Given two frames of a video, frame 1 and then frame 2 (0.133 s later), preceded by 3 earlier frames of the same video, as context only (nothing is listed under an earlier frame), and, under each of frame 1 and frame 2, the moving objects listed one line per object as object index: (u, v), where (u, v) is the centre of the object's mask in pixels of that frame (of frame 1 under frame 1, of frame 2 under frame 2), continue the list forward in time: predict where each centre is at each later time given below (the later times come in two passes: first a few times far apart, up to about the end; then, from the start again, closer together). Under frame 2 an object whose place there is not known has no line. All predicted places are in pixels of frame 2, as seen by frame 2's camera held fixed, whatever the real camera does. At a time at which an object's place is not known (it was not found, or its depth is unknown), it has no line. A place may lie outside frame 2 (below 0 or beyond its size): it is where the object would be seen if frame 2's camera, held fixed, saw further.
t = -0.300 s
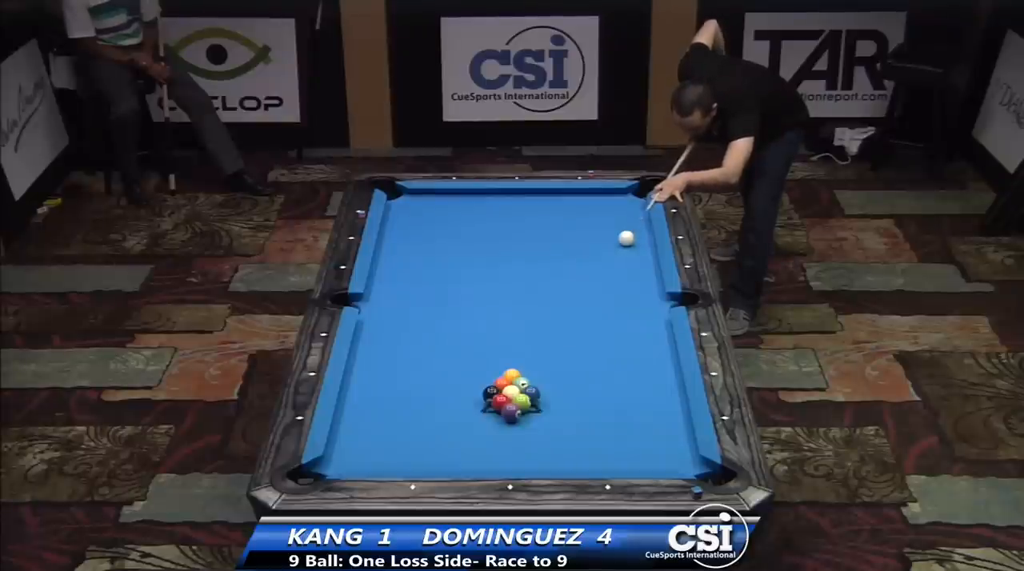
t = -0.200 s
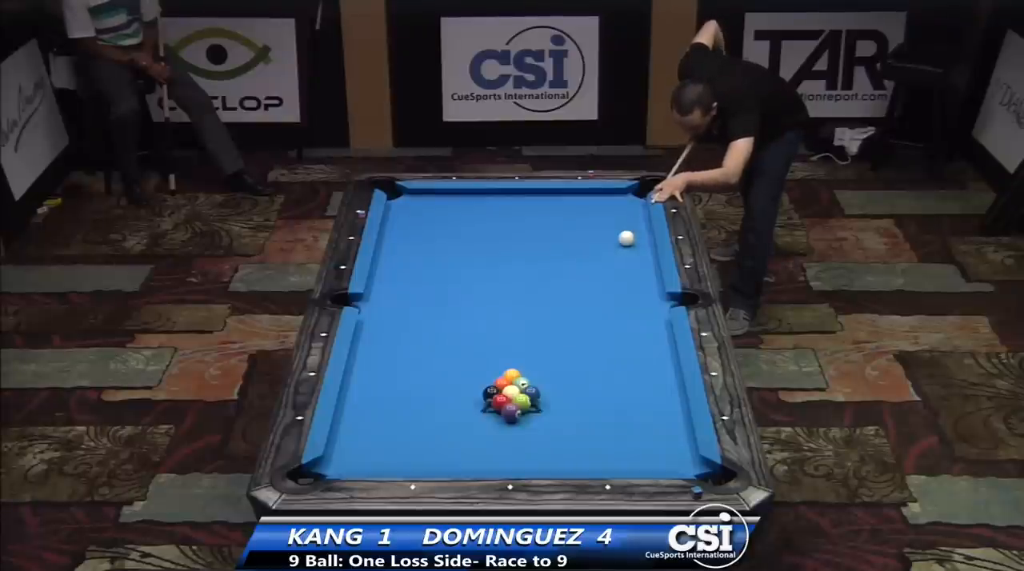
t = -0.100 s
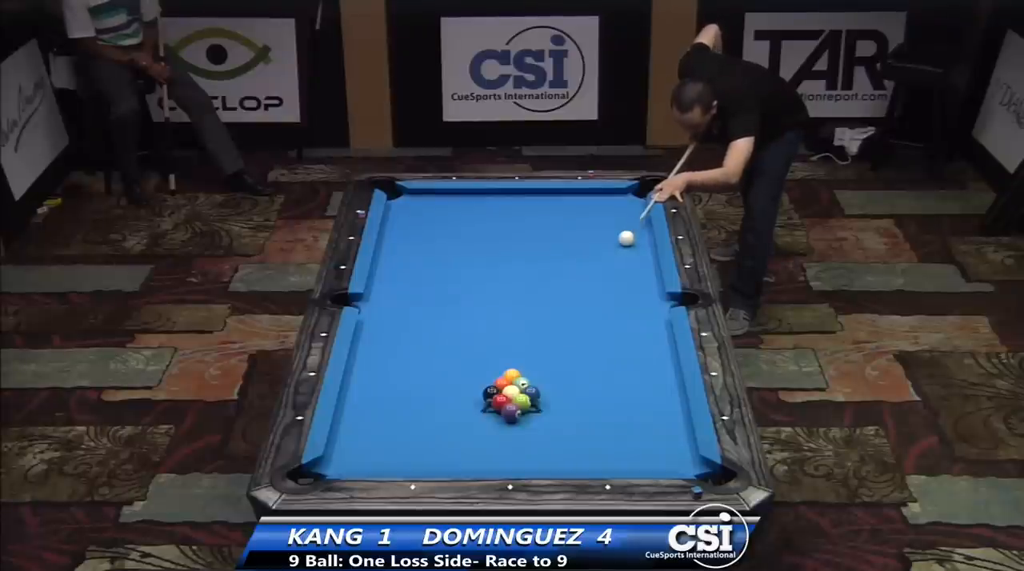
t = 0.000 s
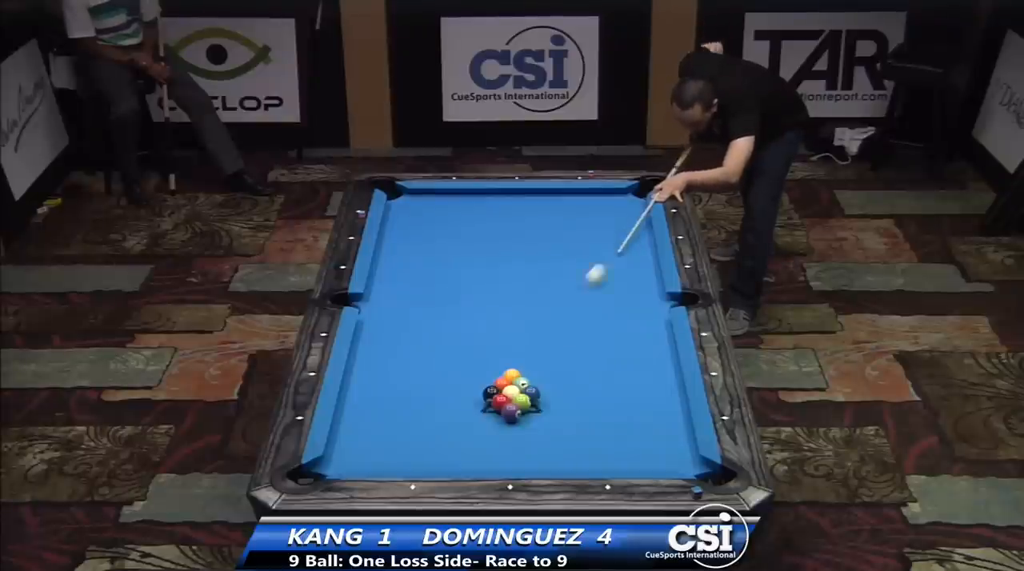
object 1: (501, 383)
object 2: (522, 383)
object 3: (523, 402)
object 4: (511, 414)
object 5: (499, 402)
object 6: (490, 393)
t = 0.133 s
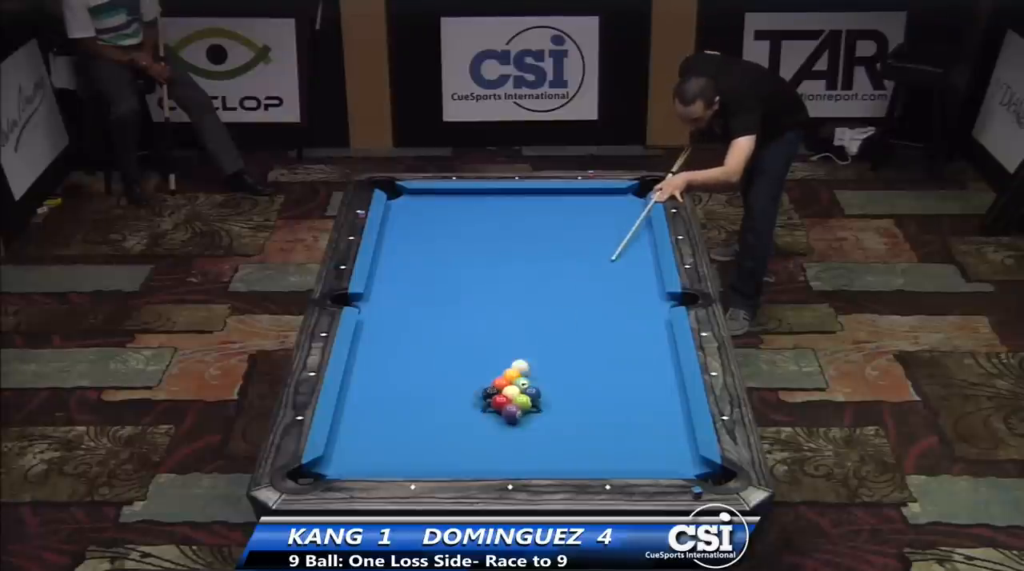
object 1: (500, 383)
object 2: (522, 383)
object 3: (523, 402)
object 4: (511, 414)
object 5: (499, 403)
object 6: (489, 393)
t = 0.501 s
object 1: (408, 375)
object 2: (539, 384)
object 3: (594, 426)
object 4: (546, 459)
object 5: (479, 437)
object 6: (450, 457)
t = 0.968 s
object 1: (386, 359)
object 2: (557, 381)
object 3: (661, 401)
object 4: (598, 455)
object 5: (466, 423)
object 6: (543, 454)
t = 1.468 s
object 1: (446, 342)
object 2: (572, 378)
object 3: (593, 383)
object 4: (673, 431)
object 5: (455, 407)
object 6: (589, 448)
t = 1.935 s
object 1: (495, 328)
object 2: (544, 367)
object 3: (587, 380)
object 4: (648, 407)
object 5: (446, 397)
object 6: (626, 443)
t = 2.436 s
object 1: (541, 315)
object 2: (519, 356)
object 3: (586, 379)
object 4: (610, 386)
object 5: (439, 388)
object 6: (660, 439)
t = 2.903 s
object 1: (563, 308)
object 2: (501, 348)
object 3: (568, 376)
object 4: (602, 374)
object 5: (435, 382)
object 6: (685, 434)
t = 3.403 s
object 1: (572, 304)
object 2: (485, 342)
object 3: (550, 372)
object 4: (600, 364)
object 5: (432, 379)
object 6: (672, 428)
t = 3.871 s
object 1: (576, 302)
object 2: (475, 337)
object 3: (538, 370)
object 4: (598, 359)
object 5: (432, 379)
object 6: (664, 424)
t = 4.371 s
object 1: (577, 301)
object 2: (468, 334)
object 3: (531, 369)
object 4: (597, 355)
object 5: (432, 379)
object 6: (660, 423)
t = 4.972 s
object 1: (577, 301)
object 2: (465, 332)
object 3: (529, 369)
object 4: (597, 354)
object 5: (432, 379)
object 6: (660, 423)
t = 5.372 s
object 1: (577, 301)
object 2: (465, 332)
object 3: (530, 369)
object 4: (597, 354)
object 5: (432, 379)
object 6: (660, 423)
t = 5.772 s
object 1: (577, 301)
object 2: (465, 332)
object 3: (530, 369)
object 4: (597, 354)
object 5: (432, 379)
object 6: (660, 423)
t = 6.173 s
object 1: (577, 301)
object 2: (465, 333)
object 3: (530, 369)
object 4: (597, 354)
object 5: (432, 379)
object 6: (660, 423)
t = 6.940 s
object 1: (577, 301)
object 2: (465, 333)
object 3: (530, 369)
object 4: (597, 354)
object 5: (432, 379)
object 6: (660, 423)
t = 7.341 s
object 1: (577, 301)
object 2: (465, 333)
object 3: (529, 369)
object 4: (597, 354)
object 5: (432, 379)
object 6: (660, 423)
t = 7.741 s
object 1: (577, 301)
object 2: (465, 333)
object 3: (530, 369)
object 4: (597, 354)
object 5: (432, 379)
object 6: (660, 423)
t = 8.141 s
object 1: (577, 301)
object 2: (465, 333)
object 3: (530, 369)
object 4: (597, 354)
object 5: (432, 379)
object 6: (660, 423)
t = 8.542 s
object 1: (577, 301)
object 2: (465, 333)
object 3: (530, 369)
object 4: (597, 354)
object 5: (432, 379)
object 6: (660, 423)
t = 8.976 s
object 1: (577, 301)
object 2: (465, 333)
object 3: (529, 369)
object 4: (597, 354)
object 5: (432, 379)
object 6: (660, 423)
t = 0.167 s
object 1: (490, 385)
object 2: (524, 385)
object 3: (528, 409)
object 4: (519, 427)
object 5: (498, 408)
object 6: (455, 407)
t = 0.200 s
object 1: (480, 384)
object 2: (526, 386)
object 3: (534, 415)
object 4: (526, 437)
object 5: (497, 411)
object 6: (421, 420)
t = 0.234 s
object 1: (470, 383)
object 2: (527, 386)
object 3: (539, 420)
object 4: (532, 448)
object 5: (494, 414)
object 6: (387, 429)
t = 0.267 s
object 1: (462, 381)
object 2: (528, 386)
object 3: (544, 425)
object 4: (538, 458)
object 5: (493, 417)
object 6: (354, 442)
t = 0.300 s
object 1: (454, 380)
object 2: (530, 386)
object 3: (549, 429)
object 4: (545, 463)
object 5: (490, 420)
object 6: (341, 449)
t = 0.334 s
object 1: (446, 380)
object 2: (532, 385)
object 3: (553, 434)
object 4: (548, 460)
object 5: (489, 422)
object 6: (361, 454)
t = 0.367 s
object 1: (439, 379)
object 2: (533, 385)
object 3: (559, 436)
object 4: (552, 454)
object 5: (487, 425)
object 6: (380, 458)
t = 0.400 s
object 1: (431, 378)
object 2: (535, 385)
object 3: (566, 437)
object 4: (552, 453)
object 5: (485, 429)
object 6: (400, 462)
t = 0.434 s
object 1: (423, 377)
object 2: (536, 384)
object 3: (576, 433)
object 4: (550, 456)
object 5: (483, 430)
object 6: (419, 462)
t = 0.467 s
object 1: (415, 375)
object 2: (538, 384)
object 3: (585, 429)
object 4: (548, 457)
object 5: (481, 434)
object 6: (436, 459)
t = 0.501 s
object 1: (408, 375)
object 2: (539, 384)
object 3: (594, 426)
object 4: (546, 459)
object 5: (479, 437)
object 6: (450, 457)
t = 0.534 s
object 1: (400, 373)
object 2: (540, 384)
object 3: (604, 423)
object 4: (545, 459)
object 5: (477, 439)
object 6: (465, 454)
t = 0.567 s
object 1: (392, 373)
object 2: (542, 383)
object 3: (612, 421)
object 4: (544, 460)
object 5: (476, 438)
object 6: (478, 455)
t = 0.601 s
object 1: (385, 372)
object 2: (543, 383)
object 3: (620, 419)
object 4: (542, 460)
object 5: (475, 438)
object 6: (491, 456)
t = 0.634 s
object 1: (377, 371)
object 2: (545, 383)
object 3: (629, 417)
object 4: (541, 460)
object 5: (474, 436)
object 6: (503, 457)
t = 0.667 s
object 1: (370, 370)
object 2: (546, 382)
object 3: (636, 415)
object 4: (541, 461)
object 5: (473, 434)
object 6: (516, 458)
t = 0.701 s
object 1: (363, 369)
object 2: (547, 383)
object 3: (645, 413)
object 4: (547, 462)
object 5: (473, 433)
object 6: (520, 458)
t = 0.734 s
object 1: (355, 368)
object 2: (549, 382)
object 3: (653, 411)
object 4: (556, 463)
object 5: (472, 431)
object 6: (521, 457)
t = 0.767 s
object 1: (358, 367)
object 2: (550, 382)
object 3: (661, 410)
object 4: (563, 463)
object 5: (471, 430)
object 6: (523, 457)
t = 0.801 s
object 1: (364, 366)
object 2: (552, 382)
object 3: (669, 408)
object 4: (570, 461)
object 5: (470, 429)
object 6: (526, 456)
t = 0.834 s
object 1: (369, 364)
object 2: (553, 382)
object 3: (677, 406)
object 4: (576, 459)
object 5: (469, 427)
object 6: (529, 456)
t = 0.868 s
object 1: (373, 363)
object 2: (554, 381)
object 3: (678, 405)
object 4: (581, 459)
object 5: (468, 426)
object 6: (533, 455)
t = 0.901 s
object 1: (378, 362)
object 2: (555, 381)
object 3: (671, 403)
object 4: (586, 458)
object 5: (467, 425)
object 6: (536, 455)
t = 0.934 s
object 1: (382, 361)
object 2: (556, 381)
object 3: (666, 402)
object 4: (592, 456)
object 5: (467, 424)
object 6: (540, 455)
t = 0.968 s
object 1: (386, 359)
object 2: (557, 381)
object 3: (661, 401)
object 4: (598, 455)
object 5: (466, 423)
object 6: (543, 454)
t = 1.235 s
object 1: (419, 350)
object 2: (566, 380)
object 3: (624, 391)
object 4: (639, 442)
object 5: (460, 415)
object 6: (568, 451)
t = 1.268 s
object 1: (423, 349)
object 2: (567, 379)
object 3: (619, 390)
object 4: (644, 439)
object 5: (459, 413)
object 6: (571, 451)
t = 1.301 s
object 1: (427, 348)
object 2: (567, 379)
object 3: (615, 388)
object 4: (649, 438)
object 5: (458, 412)
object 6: (574, 450)
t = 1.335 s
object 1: (431, 347)
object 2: (568, 379)
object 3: (611, 387)
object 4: (654, 437)
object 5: (457, 411)
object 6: (577, 449)
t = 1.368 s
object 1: (434, 345)
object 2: (569, 379)
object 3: (606, 386)
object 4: (658, 435)
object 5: (457, 410)
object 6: (580, 449)
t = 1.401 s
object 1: (439, 344)
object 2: (570, 379)
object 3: (602, 385)
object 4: (664, 434)
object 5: (456, 409)
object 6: (583, 449)
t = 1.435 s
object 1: (442, 343)
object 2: (571, 379)
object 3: (598, 384)
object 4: (668, 432)
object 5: (456, 408)
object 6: (586, 448)
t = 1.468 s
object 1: (446, 342)
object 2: (572, 378)
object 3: (593, 383)
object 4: (673, 431)
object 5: (455, 407)
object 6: (589, 448)
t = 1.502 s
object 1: (449, 341)
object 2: (572, 378)
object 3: (591, 382)
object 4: (677, 429)
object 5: (454, 406)
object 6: (592, 447)
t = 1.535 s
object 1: (453, 340)
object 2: (569, 377)
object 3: (591, 381)
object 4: (683, 427)
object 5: (453, 406)
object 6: (594, 447)
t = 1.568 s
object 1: (457, 339)
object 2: (565, 376)
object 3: (590, 381)
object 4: (681, 426)
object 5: (453, 405)
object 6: (597, 447)
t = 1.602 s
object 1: (460, 338)
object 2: (563, 375)
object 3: (590, 381)
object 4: (677, 424)
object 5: (452, 404)
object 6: (600, 447)
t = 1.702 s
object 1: (471, 335)
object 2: (557, 372)
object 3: (589, 380)
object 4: (668, 418)
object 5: (450, 402)
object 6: (608, 446)
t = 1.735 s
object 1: (475, 334)
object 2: (555, 372)
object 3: (588, 380)
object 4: (665, 417)
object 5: (450, 401)
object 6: (610, 446)
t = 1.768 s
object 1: (478, 333)
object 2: (554, 371)
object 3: (588, 380)
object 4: (662, 415)
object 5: (449, 400)
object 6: (613, 445)
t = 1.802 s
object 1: (482, 332)
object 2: (551, 370)
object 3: (588, 380)
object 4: (659, 413)
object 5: (448, 400)
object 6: (616, 444)
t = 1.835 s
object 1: (485, 331)
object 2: (550, 369)
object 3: (587, 380)
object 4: (656, 412)
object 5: (448, 399)
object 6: (618, 444)
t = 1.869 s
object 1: (488, 330)
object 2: (548, 369)
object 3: (587, 380)
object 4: (653, 410)
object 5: (447, 398)
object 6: (621, 444)
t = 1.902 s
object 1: (492, 329)
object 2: (546, 368)
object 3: (587, 380)
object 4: (651, 408)
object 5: (446, 397)
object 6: (623, 444)
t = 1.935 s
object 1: (495, 328)
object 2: (544, 367)
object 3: (587, 380)
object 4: (648, 407)
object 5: (446, 397)
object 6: (626, 443)
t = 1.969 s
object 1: (499, 328)
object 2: (542, 366)
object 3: (586, 380)
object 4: (645, 405)
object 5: (445, 396)
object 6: (628, 443)
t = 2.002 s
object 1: (502, 327)
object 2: (540, 365)
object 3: (586, 379)
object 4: (643, 404)
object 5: (445, 395)
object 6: (631, 443)
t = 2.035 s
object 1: (505, 326)
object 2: (538, 365)
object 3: (586, 379)
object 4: (640, 402)
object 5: (444, 395)
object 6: (633, 443)
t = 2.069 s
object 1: (508, 325)
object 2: (537, 364)
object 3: (586, 379)
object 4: (637, 401)
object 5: (444, 394)
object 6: (636, 442)
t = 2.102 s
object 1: (511, 324)
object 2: (535, 363)
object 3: (586, 379)
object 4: (634, 399)
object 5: (443, 393)
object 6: (638, 442)
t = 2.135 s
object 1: (514, 323)
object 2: (533, 363)
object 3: (586, 379)
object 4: (632, 398)
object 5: (443, 393)
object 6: (640, 441)
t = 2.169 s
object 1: (517, 322)
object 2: (532, 362)
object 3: (586, 379)
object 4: (629, 397)
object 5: (443, 392)
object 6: (643, 441)
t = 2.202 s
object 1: (520, 321)
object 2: (530, 361)
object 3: (586, 379)
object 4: (627, 395)
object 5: (442, 392)
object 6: (645, 441)
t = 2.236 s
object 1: (524, 320)
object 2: (528, 360)
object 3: (586, 379)
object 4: (624, 394)
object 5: (442, 391)
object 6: (647, 441)
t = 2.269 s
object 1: (527, 320)
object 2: (527, 360)
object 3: (586, 379)
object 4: (622, 393)
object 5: (441, 391)
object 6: (649, 440)
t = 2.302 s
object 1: (530, 319)
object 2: (525, 359)
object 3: (586, 379)
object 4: (619, 391)
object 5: (441, 390)
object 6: (651, 440)
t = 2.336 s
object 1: (533, 318)
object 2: (524, 358)
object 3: (586, 379)
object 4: (617, 389)
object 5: (440, 390)
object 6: (653, 439)
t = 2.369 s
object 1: (535, 317)
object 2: (522, 358)
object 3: (586, 379)
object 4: (614, 388)
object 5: (440, 389)
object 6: (656, 439)
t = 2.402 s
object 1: (538, 316)
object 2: (520, 357)
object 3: (586, 379)
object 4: (612, 387)
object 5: (439, 389)
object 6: (658, 439)
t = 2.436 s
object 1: (541, 315)
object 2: (519, 356)
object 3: (586, 379)
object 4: (610, 386)
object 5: (439, 388)
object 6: (660, 439)
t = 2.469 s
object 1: (544, 315)
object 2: (517, 356)
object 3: (586, 379)
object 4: (607, 384)
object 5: (439, 388)
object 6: (662, 438)
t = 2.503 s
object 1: (547, 314)
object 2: (516, 355)
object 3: (586, 379)
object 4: (605, 383)
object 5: (439, 387)
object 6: (664, 437)
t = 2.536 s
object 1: (550, 313)
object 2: (514, 354)
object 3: (585, 379)
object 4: (605, 382)
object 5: (438, 387)
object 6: (666, 437)
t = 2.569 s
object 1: (552, 312)
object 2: (513, 354)
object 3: (583, 379)
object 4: (604, 381)
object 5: (438, 386)
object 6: (668, 437)
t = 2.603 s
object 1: (555, 312)
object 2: (512, 353)
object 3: (582, 378)
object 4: (604, 381)
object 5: (438, 386)
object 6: (670, 437)
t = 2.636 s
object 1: (556, 311)
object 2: (511, 353)
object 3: (580, 378)
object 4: (604, 380)
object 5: (437, 385)
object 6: (671, 437)
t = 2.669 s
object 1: (557, 311)
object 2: (509, 352)
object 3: (578, 378)
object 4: (604, 379)
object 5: (437, 385)
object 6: (673, 436)
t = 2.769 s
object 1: (559, 309)
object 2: (506, 351)
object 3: (574, 377)
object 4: (603, 376)
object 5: (436, 384)
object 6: (679, 435)
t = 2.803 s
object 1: (561, 309)
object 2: (505, 350)
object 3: (572, 377)
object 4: (603, 375)
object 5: (436, 383)
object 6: (681, 435)
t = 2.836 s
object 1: (561, 309)
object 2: (503, 349)
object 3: (571, 376)
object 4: (603, 375)
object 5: (435, 383)
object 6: (682, 435)
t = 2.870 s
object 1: (562, 309)
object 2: (502, 349)
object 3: (569, 376)
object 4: (602, 374)
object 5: (435, 383)
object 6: (684, 435)
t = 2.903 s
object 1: (563, 308)
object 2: (501, 348)
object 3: (568, 376)
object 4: (602, 374)
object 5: (435, 382)
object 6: (685, 434)
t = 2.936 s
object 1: (563, 308)
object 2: (500, 348)
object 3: (567, 375)
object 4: (602, 373)
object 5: (434, 382)
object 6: (684, 434)
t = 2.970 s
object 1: (564, 308)
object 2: (499, 347)
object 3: (565, 375)
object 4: (602, 372)
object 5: (434, 382)
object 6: (683, 433)
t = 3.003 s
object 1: (565, 307)
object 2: (497, 347)
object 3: (564, 375)
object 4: (602, 371)
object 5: (434, 381)
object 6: (682, 433)
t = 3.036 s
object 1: (566, 307)
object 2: (496, 346)
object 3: (563, 375)
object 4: (602, 371)
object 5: (434, 381)
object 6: (681, 432)
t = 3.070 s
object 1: (566, 307)
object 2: (495, 346)
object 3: (561, 374)
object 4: (601, 370)
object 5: (434, 381)
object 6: (680, 432)
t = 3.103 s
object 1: (567, 306)
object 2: (494, 345)
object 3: (560, 374)
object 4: (601, 369)
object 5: (433, 381)
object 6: (679, 431)
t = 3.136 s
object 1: (567, 306)
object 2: (493, 345)
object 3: (559, 374)
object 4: (601, 369)
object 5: (433, 380)
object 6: (679, 431)
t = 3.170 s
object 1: (568, 306)
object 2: (492, 344)
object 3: (558, 374)
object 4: (601, 368)
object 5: (433, 380)
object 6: (677, 430)
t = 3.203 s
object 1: (569, 305)
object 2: (491, 344)
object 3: (557, 374)
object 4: (601, 367)
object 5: (433, 380)
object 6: (677, 430)
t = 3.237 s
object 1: (569, 305)
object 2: (490, 344)
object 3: (555, 373)
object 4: (601, 367)
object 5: (433, 380)
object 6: (676, 429)
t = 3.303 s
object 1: (570, 305)
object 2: (488, 343)
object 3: (553, 373)
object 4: (600, 366)
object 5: (432, 380)
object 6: (674, 428)
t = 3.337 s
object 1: (571, 305)
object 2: (487, 343)
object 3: (552, 372)
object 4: (600, 365)
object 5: (432, 380)
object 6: (674, 428)
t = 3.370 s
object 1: (572, 304)
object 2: (486, 342)
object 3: (551, 372)
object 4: (600, 365)
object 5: (432, 379)
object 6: (673, 428)
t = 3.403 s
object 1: (572, 304)
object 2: (485, 342)
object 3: (550, 372)
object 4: (600, 364)
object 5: (432, 379)
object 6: (672, 428)
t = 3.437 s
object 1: (572, 304)
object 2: (484, 342)
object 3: (549, 372)
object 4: (600, 364)
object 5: (432, 379)
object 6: (672, 427)
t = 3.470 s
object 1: (573, 304)
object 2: (484, 341)
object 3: (548, 372)
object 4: (600, 363)
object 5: (432, 379)
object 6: (671, 427)
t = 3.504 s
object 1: (573, 304)
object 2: (483, 341)
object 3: (547, 372)
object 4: (599, 363)
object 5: (432, 379)
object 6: (670, 426)
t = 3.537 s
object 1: (574, 303)
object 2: (482, 340)
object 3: (546, 372)
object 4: (599, 362)
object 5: (432, 379)
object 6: (670, 426)
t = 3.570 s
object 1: (574, 303)
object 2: (481, 340)
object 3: (546, 371)
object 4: (599, 362)
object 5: (432, 379)
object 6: (669, 425)
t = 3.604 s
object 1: (574, 303)
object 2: (480, 340)
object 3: (545, 371)
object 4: (599, 361)
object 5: (432, 379)
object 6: (668, 425)
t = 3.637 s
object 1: (575, 303)
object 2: (480, 339)
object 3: (544, 371)
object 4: (599, 361)
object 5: (432, 379)
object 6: (668, 425)
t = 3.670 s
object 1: (575, 303)
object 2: (479, 339)
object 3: (543, 371)
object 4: (599, 360)
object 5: (432, 379)
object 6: (667, 425)
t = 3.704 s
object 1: (575, 303)
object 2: (479, 339)
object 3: (542, 371)
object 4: (599, 360)
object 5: (432, 379)
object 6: (667, 425)
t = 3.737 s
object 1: (576, 302)
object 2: (477, 338)
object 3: (541, 371)
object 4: (599, 360)
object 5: (432, 379)
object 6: (666, 425)
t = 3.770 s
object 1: (576, 302)
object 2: (477, 338)
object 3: (541, 370)
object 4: (598, 359)
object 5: (432, 379)
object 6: (666, 424)
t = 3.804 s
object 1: (576, 302)
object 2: (476, 338)
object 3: (540, 370)
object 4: (598, 359)
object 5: (432, 379)
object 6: (665, 424)
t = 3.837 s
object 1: (576, 302)
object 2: (475, 337)
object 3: (539, 370)
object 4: (598, 359)
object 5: (432, 379)
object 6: (664, 424)
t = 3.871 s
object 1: (576, 302)
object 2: (475, 337)
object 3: (538, 370)
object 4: (598, 359)
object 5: (432, 379)
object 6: (664, 424)
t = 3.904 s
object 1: (577, 301)
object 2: (474, 337)
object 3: (538, 370)
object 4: (598, 358)
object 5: (432, 379)
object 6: (664, 423)
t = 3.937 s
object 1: (577, 301)
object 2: (474, 337)
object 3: (537, 370)
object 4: (598, 358)
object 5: (432, 379)
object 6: (663, 423)
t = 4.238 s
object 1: (577, 301)
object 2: (469, 335)
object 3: (532, 369)
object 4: (597, 356)
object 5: (432, 379)
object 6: (660, 423)
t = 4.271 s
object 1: (577, 301)
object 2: (469, 335)
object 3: (532, 369)
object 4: (597, 355)
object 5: (432, 379)
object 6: (660, 423)
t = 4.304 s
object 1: (577, 301)
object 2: (469, 334)
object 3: (531, 369)
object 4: (597, 355)
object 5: (432, 379)
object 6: (660, 423)
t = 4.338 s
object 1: (577, 301)
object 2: (469, 334)
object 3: (531, 369)
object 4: (597, 355)
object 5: (432, 379)
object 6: (660, 423)
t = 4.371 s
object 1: (577, 301)
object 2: (468, 334)
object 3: (531, 369)
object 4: (597, 355)
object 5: (432, 379)
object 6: (660, 423)
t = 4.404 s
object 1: (577, 301)
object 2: (468, 334)
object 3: (530, 369)
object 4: (597, 355)
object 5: (432, 379)
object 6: (660, 423)
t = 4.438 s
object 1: (577, 301)
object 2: (468, 334)
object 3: (530, 369)
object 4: (597, 355)
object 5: (432, 379)
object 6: (660, 423)
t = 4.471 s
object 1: (577, 301)
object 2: (467, 334)
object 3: (530, 369)
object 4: (597, 354)
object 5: (432, 379)
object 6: (660, 423)
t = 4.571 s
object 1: (577, 301)
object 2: (467, 333)
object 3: (529, 369)
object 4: (597, 354)
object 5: (432, 379)
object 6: (660, 423)
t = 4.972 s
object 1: (577, 301)
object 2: (465, 332)
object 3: (529, 369)
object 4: (597, 354)
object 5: (432, 379)
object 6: (660, 423)
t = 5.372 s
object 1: (577, 301)
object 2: (465, 332)
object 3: (530, 369)
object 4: (597, 354)
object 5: (432, 379)
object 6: (660, 423)
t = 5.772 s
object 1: (577, 301)
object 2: (465, 332)
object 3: (530, 369)
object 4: (597, 354)
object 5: (432, 379)
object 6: (660, 423)
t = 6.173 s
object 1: (577, 301)
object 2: (465, 333)
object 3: (530, 369)
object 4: (597, 354)
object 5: (432, 379)
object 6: (660, 423)
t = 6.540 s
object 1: (577, 301)
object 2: (465, 333)
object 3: (530, 369)
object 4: (597, 354)
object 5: (432, 379)
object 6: (660, 423)
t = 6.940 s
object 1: (577, 301)
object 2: (465, 333)
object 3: (530, 369)
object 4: (597, 354)
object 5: (432, 379)
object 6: (660, 423)
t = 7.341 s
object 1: (577, 301)
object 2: (465, 333)
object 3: (529, 369)
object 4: (597, 354)
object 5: (432, 379)
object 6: (660, 423)
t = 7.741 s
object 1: (577, 301)
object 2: (465, 333)
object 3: (530, 369)
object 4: (597, 354)
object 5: (432, 379)
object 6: (660, 423)
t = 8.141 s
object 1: (577, 301)
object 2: (465, 333)
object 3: (530, 369)
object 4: (597, 354)
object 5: (432, 379)
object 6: (660, 423)
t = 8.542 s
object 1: (577, 301)
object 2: (465, 333)
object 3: (530, 369)
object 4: (597, 354)
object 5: (432, 379)
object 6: (660, 423)
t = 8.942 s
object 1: (577, 301)
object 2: (465, 333)
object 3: (530, 369)
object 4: (597, 354)
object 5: (432, 379)
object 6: (660, 423)
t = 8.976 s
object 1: (577, 301)
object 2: (465, 333)
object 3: (529, 369)
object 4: (597, 354)
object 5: (432, 379)
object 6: (660, 423)
